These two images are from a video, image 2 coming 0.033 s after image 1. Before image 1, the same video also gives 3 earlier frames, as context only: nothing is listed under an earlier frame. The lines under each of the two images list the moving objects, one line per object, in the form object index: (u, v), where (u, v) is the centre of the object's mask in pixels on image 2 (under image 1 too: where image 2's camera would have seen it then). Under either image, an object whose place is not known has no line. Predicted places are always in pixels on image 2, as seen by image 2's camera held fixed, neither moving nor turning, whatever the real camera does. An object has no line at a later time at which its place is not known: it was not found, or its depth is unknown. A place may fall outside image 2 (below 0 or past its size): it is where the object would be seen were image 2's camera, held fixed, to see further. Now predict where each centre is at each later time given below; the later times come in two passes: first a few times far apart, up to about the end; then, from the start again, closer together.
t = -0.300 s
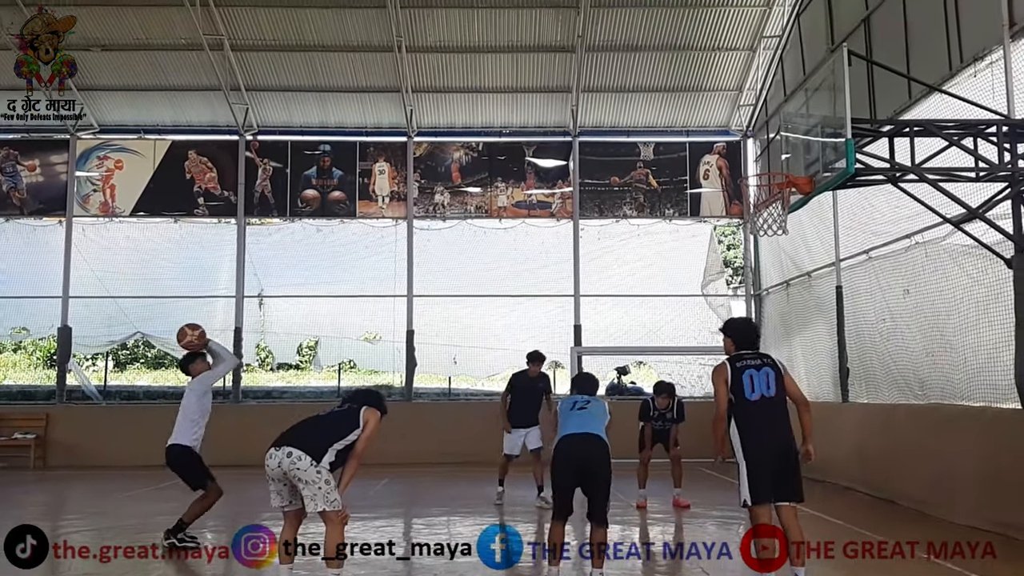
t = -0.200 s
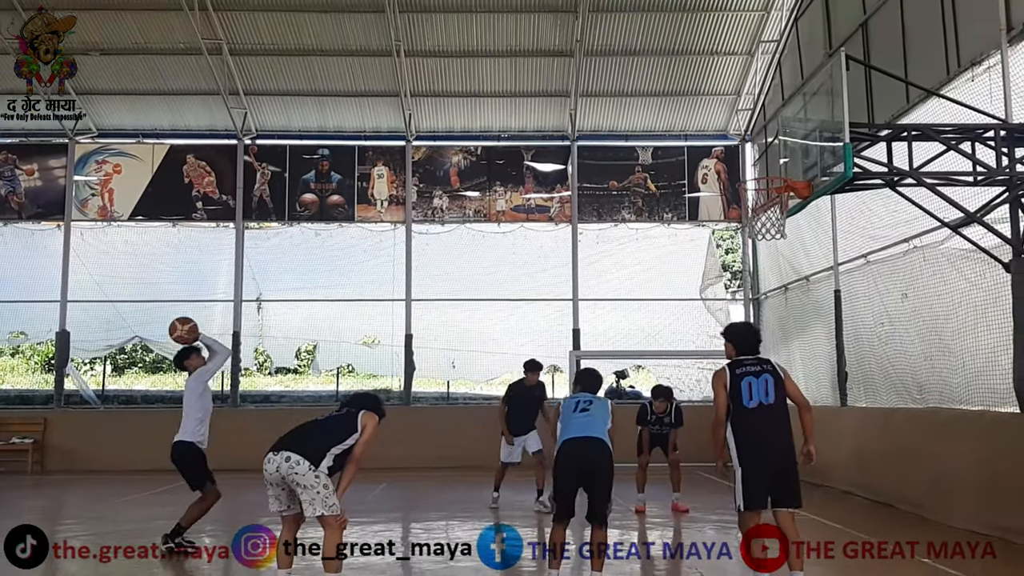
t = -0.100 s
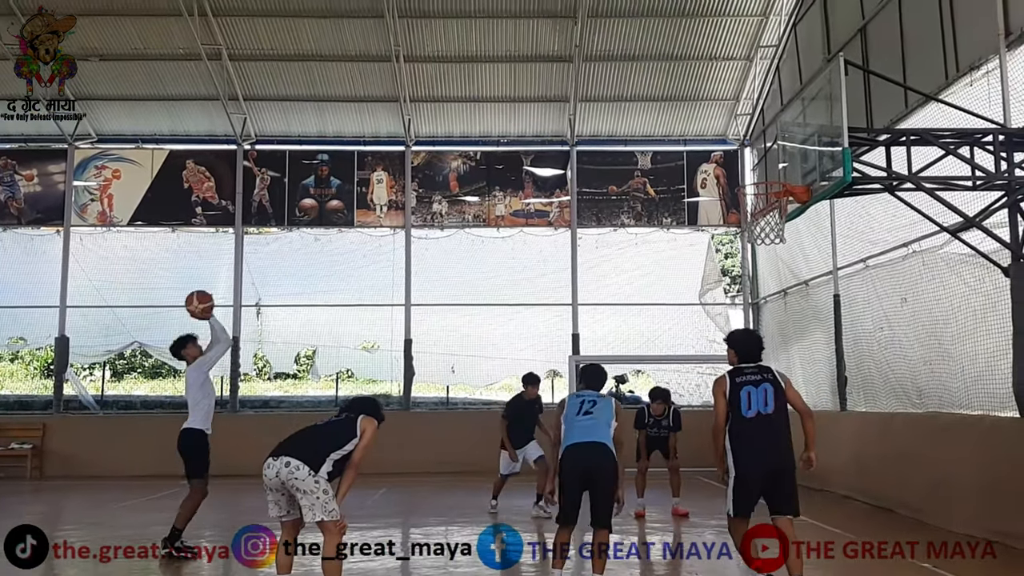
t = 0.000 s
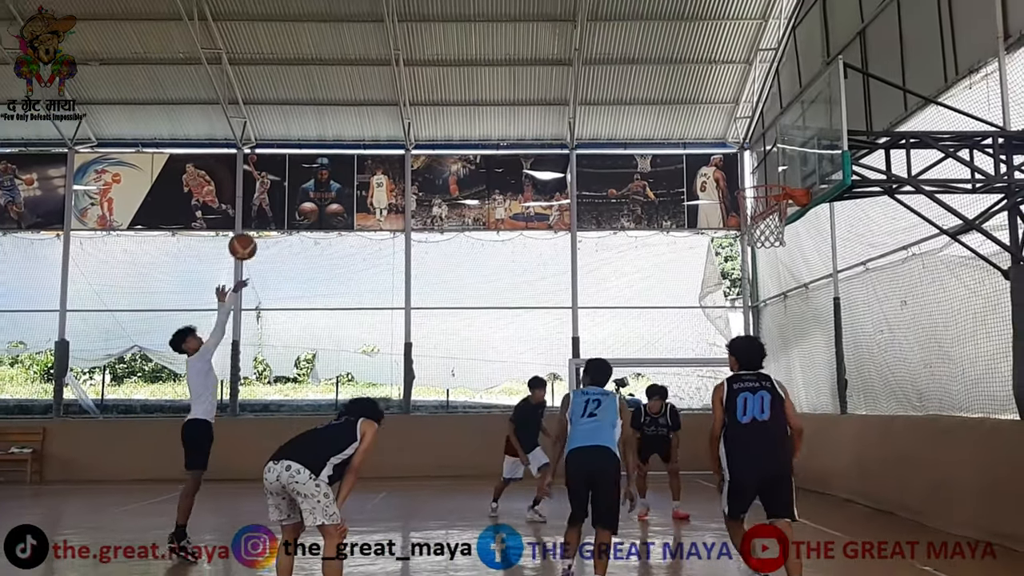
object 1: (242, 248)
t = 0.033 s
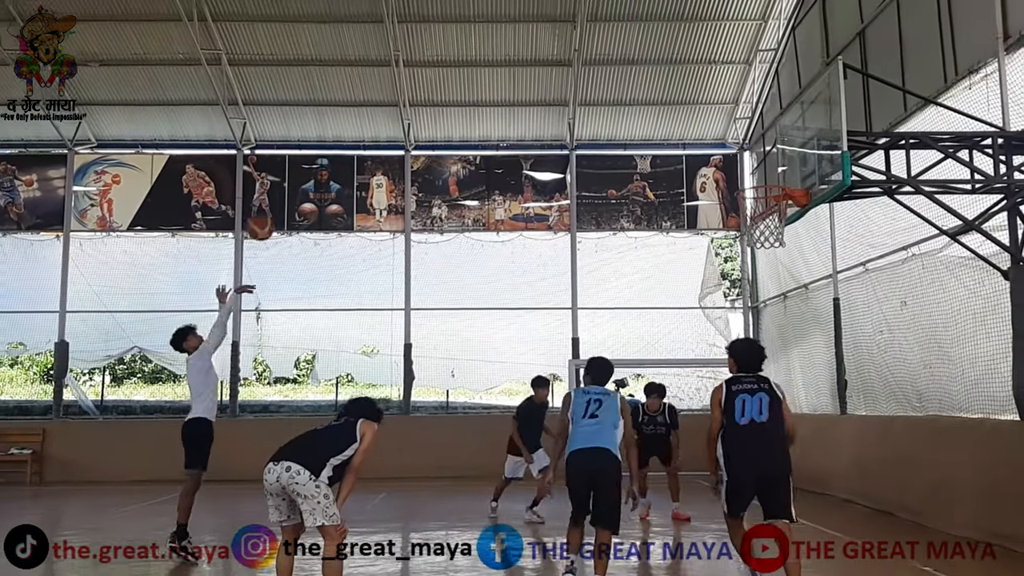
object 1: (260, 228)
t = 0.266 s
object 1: (379, 119)
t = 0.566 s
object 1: (527, 67)
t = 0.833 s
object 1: (658, 101)
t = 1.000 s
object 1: (741, 162)
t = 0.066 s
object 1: (277, 207)
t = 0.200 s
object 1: (346, 143)
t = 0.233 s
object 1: (363, 130)
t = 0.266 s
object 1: (379, 119)
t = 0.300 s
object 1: (396, 109)
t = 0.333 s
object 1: (412, 99)
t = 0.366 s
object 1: (429, 91)
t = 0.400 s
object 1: (445, 84)
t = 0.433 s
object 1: (461, 79)
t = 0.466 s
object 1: (478, 75)
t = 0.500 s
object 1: (494, 70)
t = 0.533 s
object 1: (511, 68)
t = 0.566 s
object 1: (527, 67)
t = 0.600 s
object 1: (543, 67)
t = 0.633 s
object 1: (560, 68)
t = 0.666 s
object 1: (576, 71)
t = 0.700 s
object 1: (592, 75)
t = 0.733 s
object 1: (608, 80)
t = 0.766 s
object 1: (624, 85)
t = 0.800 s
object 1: (642, 93)
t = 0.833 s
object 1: (658, 101)
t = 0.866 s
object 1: (674, 110)
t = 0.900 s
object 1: (691, 121)
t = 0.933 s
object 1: (708, 133)
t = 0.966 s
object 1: (725, 147)
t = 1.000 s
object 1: (741, 162)
